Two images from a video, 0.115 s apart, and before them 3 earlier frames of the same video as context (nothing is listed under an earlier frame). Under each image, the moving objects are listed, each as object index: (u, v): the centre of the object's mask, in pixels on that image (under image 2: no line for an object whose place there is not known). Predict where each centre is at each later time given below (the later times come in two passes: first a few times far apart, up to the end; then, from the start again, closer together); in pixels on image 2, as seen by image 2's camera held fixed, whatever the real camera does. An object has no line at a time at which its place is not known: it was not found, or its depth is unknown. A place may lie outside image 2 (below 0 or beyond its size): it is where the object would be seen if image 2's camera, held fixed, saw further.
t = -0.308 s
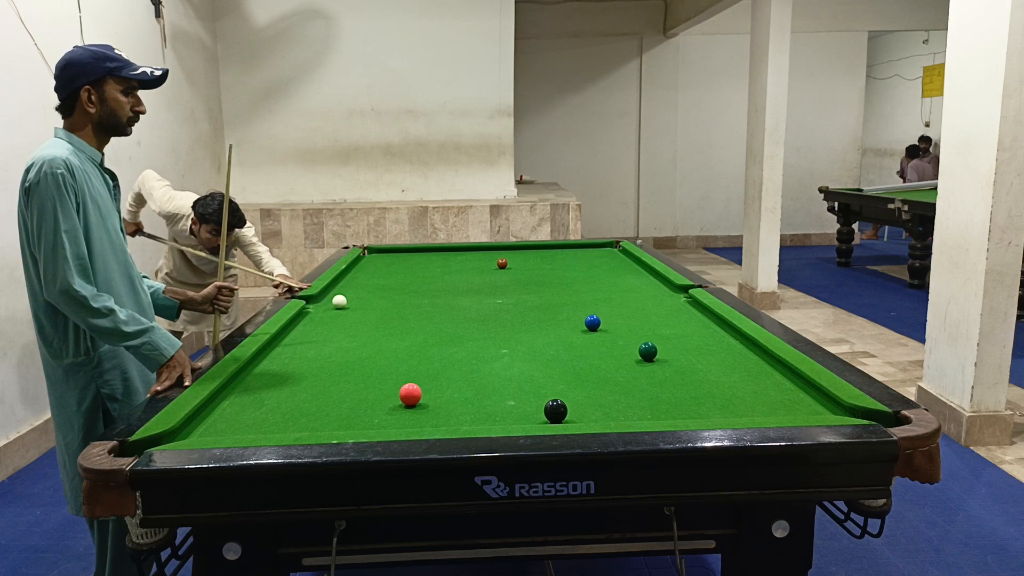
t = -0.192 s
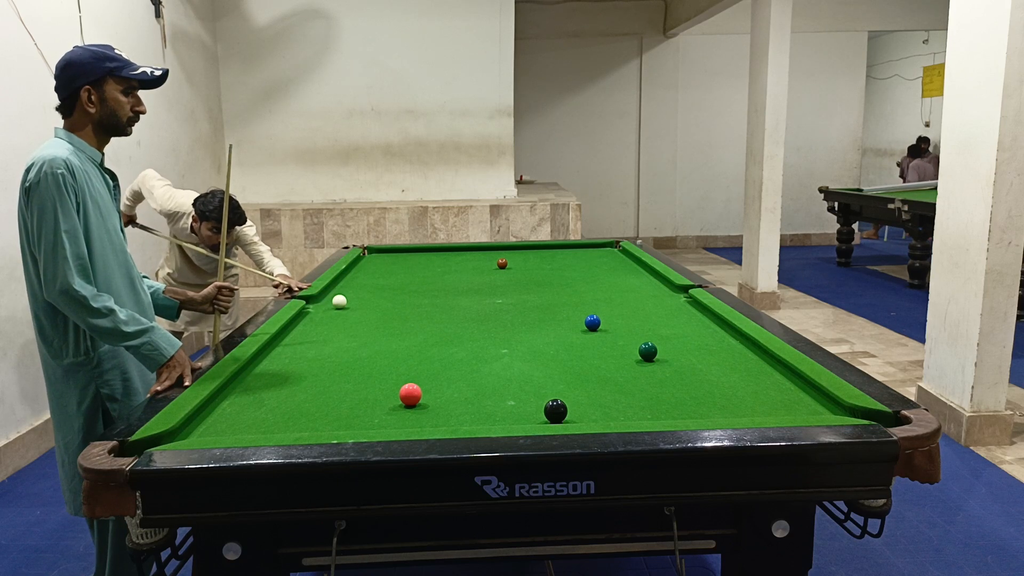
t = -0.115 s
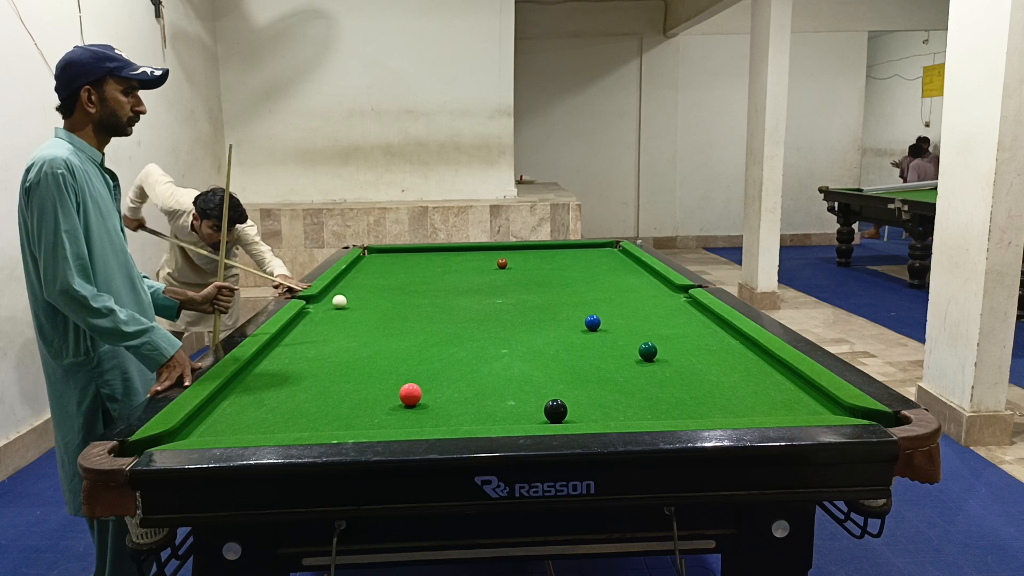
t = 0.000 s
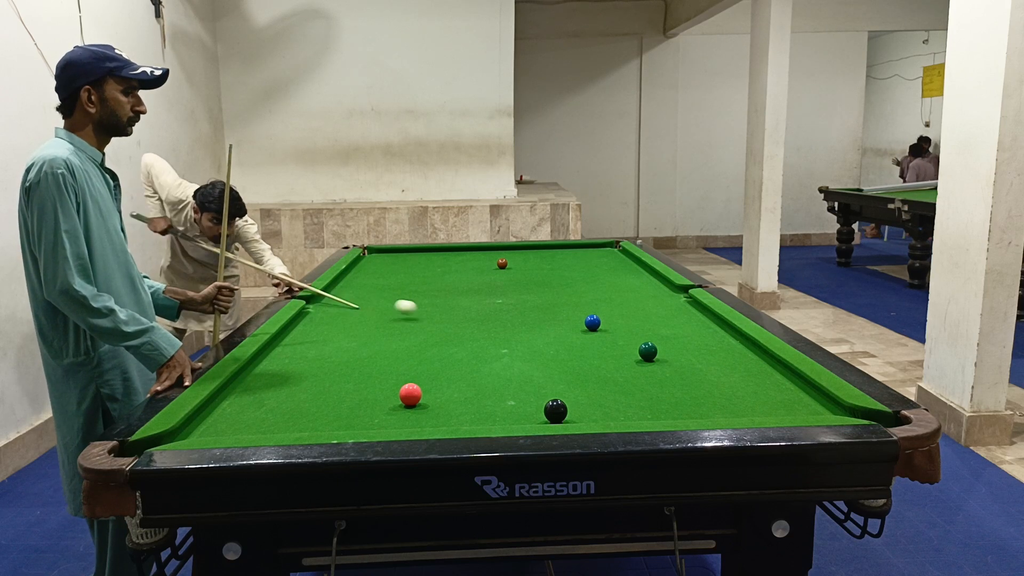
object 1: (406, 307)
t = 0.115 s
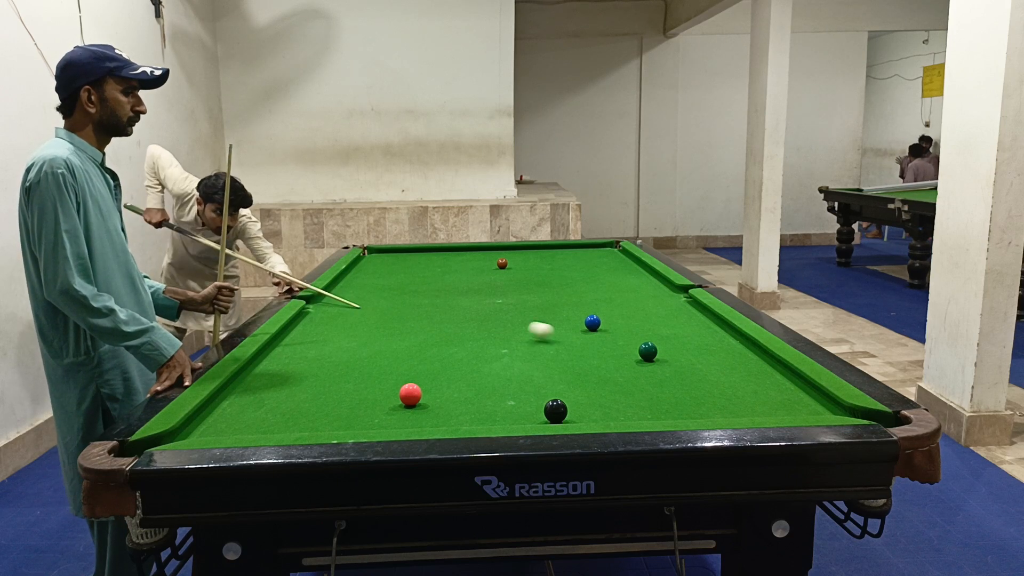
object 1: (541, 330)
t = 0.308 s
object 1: (678, 339)
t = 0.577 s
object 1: (708, 326)
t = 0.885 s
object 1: (632, 312)
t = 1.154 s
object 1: (578, 303)
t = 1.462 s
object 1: (526, 294)
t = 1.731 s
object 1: (488, 287)
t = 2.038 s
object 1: (452, 280)
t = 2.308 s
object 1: (424, 275)
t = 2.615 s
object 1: (397, 270)
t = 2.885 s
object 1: (377, 266)
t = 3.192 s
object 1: (357, 262)
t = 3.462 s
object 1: (371, 260)
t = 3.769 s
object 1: (385, 257)
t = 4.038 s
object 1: (396, 255)
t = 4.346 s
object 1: (405, 253)
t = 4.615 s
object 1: (412, 252)
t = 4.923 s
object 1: (418, 251)
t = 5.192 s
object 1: (422, 250)
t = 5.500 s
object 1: (424, 250)
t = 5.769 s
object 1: (426, 249)
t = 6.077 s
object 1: (426, 249)
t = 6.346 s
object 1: (426, 249)
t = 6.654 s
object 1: (426, 249)
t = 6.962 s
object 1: (426, 249)
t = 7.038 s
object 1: (426, 249)
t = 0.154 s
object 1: (591, 339)
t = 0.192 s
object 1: (638, 345)
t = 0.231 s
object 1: (653, 344)
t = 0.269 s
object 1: (667, 342)
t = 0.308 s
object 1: (678, 339)
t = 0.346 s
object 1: (689, 337)
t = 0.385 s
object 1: (699, 335)
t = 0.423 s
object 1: (708, 333)
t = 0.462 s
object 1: (717, 332)
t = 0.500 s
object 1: (726, 330)
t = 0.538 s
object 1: (720, 328)
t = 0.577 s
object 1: (708, 326)
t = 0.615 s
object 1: (698, 324)
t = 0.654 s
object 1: (687, 322)
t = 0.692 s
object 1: (678, 320)
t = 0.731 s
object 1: (668, 319)
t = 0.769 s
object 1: (659, 317)
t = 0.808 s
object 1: (650, 316)
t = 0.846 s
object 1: (641, 314)
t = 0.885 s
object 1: (632, 312)
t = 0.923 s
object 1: (624, 311)
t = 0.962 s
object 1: (616, 310)
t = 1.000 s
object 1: (608, 308)
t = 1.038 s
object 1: (600, 307)
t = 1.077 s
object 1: (593, 305)
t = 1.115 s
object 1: (585, 304)
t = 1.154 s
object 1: (578, 303)
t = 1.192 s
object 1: (571, 302)
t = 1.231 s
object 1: (564, 300)
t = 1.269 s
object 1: (558, 299)
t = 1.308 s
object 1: (551, 298)
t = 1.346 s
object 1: (545, 297)
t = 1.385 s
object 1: (538, 296)
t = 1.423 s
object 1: (532, 295)
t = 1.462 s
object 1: (526, 294)
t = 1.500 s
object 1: (521, 292)
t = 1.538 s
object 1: (515, 291)
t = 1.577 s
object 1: (510, 290)
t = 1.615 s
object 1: (504, 290)
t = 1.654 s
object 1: (499, 289)
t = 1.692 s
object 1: (494, 288)
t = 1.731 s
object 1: (488, 287)
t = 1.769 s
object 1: (484, 286)
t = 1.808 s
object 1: (479, 285)
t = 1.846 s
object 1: (474, 284)
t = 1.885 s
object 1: (469, 283)
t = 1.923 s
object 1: (465, 282)
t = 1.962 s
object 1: (460, 281)
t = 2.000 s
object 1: (456, 281)
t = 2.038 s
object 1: (452, 280)
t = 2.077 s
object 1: (448, 279)
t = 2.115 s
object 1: (443, 278)
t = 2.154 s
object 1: (439, 278)
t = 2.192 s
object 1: (436, 277)
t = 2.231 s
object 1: (432, 276)
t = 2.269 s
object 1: (428, 276)
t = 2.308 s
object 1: (424, 275)
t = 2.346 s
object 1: (421, 274)
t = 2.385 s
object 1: (417, 274)
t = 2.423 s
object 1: (413, 273)
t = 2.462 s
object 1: (410, 272)
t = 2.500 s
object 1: (407, 272)
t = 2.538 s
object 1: (404, 271)
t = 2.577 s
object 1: (400, 270)
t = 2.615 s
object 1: (397, 270)
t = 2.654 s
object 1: (394, 269)
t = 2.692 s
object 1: (391, 269)
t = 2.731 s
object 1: (388, 268)
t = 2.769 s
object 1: (385, 268)
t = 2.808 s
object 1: (382, 267)
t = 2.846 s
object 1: (380, 267)
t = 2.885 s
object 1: (377, 266)
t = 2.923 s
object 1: (374, 266)
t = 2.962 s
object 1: (372, 265)
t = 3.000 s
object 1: (369, 264)
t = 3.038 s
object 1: (366, 264)
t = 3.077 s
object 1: (364, 264)
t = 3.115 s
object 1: (362, 263)
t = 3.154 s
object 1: (360, 263)
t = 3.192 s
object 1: (357, 262)
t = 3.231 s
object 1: (358, 262)
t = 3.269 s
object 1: (360, 262)
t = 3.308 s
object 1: (362, 261)
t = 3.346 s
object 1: (365, 261)
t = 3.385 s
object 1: (367, 260)
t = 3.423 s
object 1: (369, 260)
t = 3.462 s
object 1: (371, 260)
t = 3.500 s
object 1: (373, 259)
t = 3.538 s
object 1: (375, 259)
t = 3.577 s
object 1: (376, 259)
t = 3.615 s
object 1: (378, 258)
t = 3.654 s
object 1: (380, 258)
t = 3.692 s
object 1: (382, 258)
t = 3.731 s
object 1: (384, 257)
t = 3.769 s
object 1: (385, 257)
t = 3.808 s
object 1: (387, 257)
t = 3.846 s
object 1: (389, 256)
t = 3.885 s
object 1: (390, 256)
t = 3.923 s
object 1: (392, 256)
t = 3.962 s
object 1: (393, 256)
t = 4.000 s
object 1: (394, 256)
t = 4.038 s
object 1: (396, 255)
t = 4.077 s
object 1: (397, 255)
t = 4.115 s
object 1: (399, 255)
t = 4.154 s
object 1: (400, 255)
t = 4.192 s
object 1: (401, 254)
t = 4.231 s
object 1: (402, 254)
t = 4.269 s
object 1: (403, 254)
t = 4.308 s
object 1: (404, 254)
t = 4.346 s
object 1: (405, 253)
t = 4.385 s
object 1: (407, 253)
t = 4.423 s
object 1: (408, 253)
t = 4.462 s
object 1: (408, 253)
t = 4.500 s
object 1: (409, 253)
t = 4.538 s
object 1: (410, 252)
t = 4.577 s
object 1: (411, 252)
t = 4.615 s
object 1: (412, 252)
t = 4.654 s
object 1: (413, 252)
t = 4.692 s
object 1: (414, 252)
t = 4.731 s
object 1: (415, 251)
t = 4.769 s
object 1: (415, 251)
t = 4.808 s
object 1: (416, 251)
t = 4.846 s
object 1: (417, 251)
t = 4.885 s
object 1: (418, 251)
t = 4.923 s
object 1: (418, 251)
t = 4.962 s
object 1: (419, 251)
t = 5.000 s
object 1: (420, 250)
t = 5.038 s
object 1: (420, 250)
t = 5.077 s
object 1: (421, 250)
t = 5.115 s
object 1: (421, 250)
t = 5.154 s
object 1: (421, 250)
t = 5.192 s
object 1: (422, 250)
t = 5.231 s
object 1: (422, 250)
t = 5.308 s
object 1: (423, 250)
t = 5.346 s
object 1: (423, 250)
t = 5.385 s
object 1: (423, 250)
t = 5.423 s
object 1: (424, 250)
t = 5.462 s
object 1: (424, 250)
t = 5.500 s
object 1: (424, 250)
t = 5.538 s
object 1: (425, 249)
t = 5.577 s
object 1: (425, 249)
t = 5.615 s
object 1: (425, 249)
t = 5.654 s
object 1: (425, 249)
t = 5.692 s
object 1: (425, 249)
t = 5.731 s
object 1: (426, 249)
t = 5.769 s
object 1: (426, 249)
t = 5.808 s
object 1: (426, 249)
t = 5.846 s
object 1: (426, 249)
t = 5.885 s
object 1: (426, 249)
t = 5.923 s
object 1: (426, 249)
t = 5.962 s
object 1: (426, 249)
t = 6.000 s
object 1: (426, 249)
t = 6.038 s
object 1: (426, 249)
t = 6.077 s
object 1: (426, 249)
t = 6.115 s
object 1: (426, 249)
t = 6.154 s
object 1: (426, 249)
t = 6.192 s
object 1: (426, 249)
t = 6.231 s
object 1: (426, 249)
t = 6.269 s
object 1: (426, 249)
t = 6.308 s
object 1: (426, 249)
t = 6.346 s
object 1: (426, 249)
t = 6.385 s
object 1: (426, 249)
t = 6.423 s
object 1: (426, 249)
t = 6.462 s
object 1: (426, 249)
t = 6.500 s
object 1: (426, 249)
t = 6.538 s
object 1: (426, 249)
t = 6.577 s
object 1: (426, 249)
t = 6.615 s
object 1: (426, 249)
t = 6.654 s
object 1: (426, 249)
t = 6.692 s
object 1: (426, 249)
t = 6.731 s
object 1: (426, 249)
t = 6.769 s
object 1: (426, 249)
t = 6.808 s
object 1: (426, 249)
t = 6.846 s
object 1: (426, 249)
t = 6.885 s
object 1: (426, 249)
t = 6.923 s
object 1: (426, 249)
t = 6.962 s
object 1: (426, 249)
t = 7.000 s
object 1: (426, 249)
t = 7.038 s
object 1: (426, 249)
